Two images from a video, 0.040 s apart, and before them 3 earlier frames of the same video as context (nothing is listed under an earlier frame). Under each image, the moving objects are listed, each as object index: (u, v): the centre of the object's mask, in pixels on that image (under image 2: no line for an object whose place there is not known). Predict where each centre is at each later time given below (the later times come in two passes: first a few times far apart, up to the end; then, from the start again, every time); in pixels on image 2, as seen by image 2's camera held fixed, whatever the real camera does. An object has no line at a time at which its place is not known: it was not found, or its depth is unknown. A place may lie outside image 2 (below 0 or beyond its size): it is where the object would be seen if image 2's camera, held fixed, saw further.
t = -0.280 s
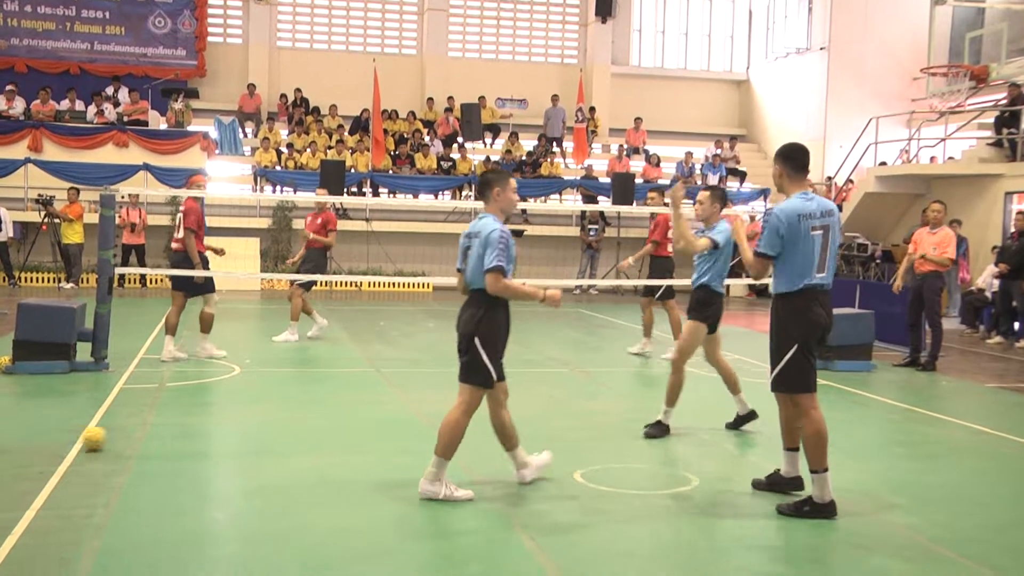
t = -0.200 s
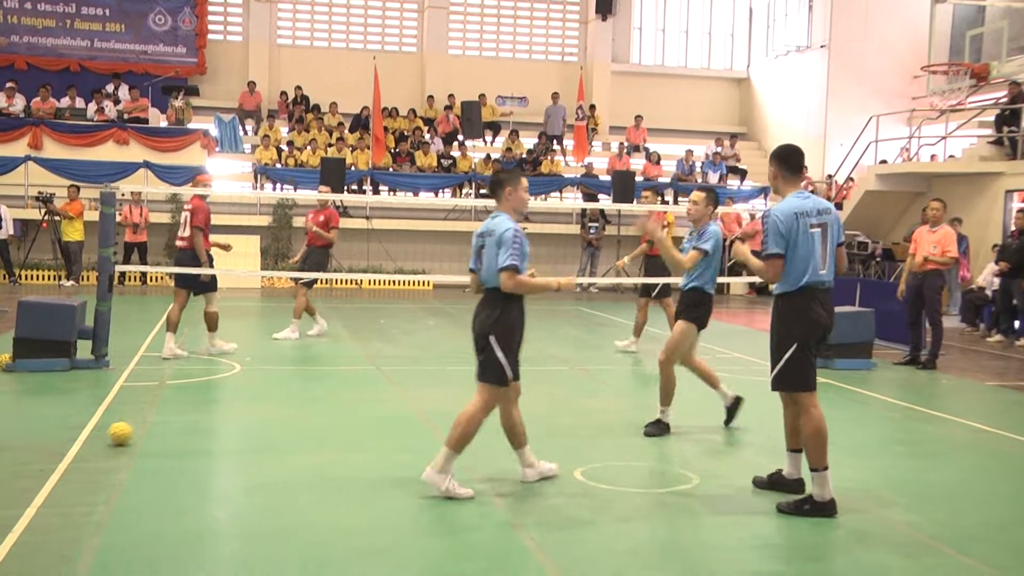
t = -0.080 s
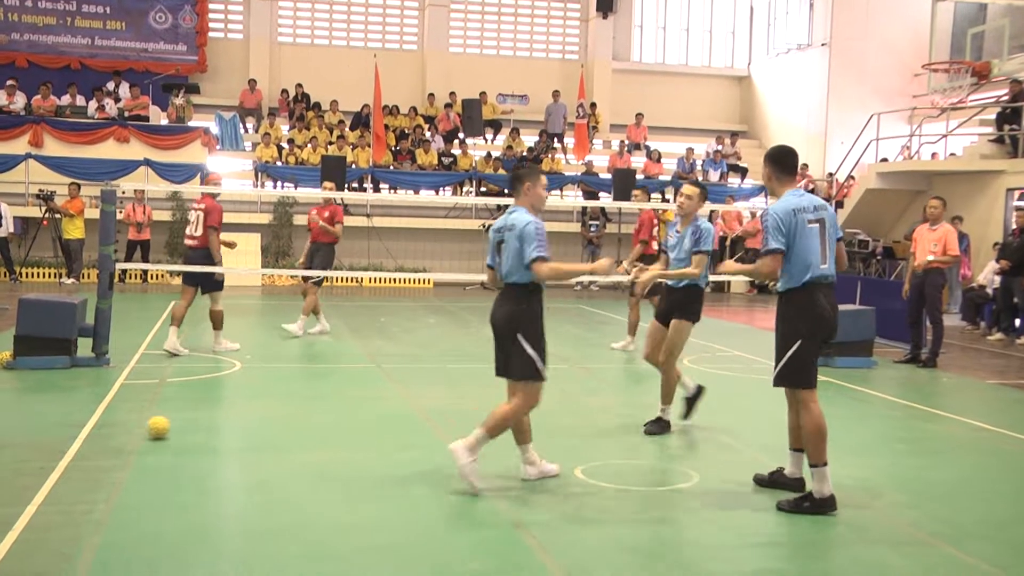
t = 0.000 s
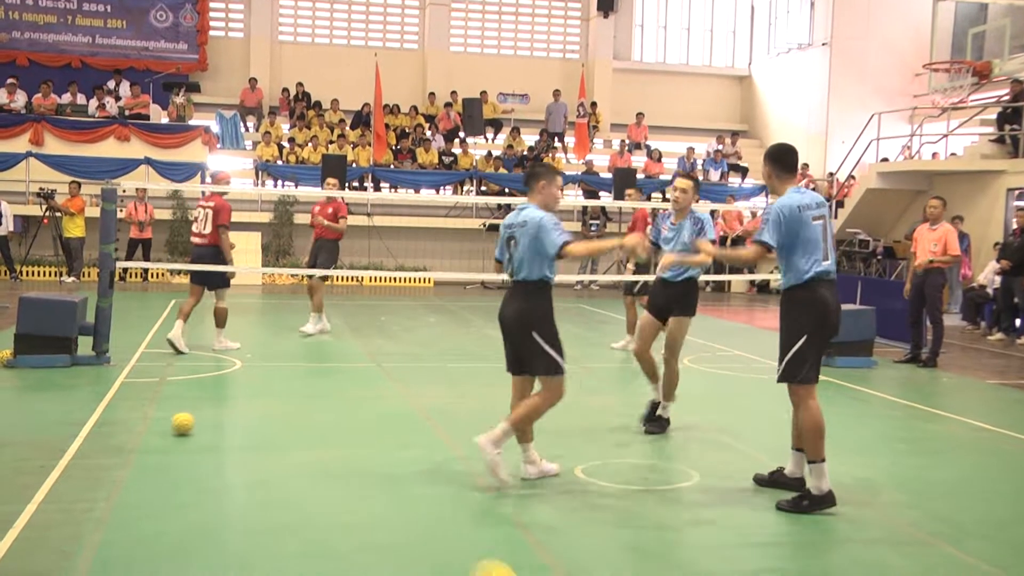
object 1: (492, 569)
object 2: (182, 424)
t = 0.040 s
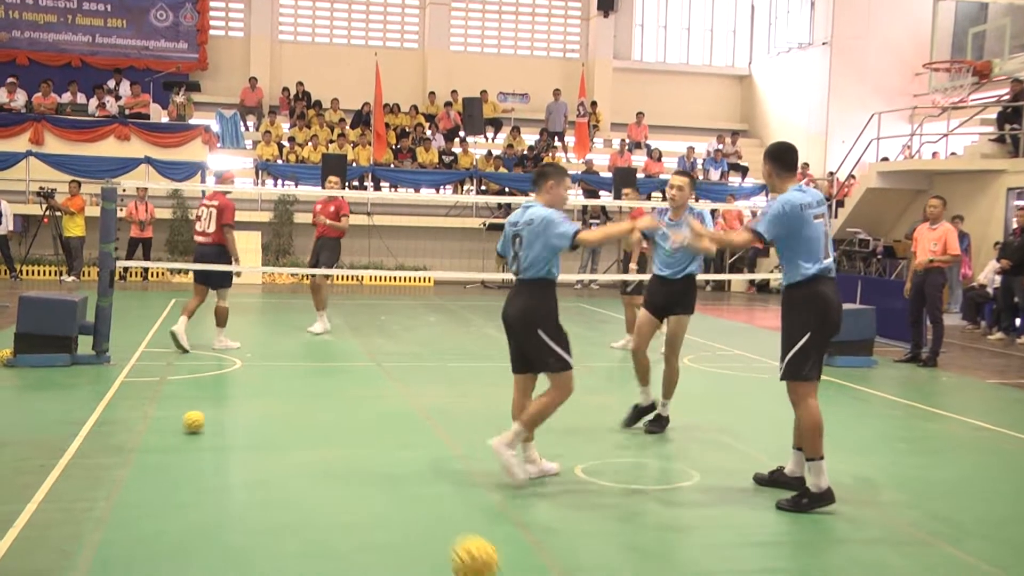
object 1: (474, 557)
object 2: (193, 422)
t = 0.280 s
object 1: (378, 529)
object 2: (258, 416)
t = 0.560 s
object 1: (314, 473)
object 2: (325, 411)
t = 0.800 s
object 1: (275, 492)
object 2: (377, 405)
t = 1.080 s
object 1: (244, 463)
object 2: (431, 401)
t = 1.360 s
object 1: (216, 438)
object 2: (479, 395)
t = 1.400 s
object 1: (212, 436)
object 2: (486, 395)
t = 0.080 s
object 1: (454, 541)
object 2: (204, 421)
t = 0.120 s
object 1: (437, 528)
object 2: (216, 420)
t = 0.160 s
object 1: (420, 522)
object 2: (226, 419)
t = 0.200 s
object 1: (404, 520)
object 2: (237, 418)
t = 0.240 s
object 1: (390, 523)
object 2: (248, 417)
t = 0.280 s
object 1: (378, 529)
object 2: (258, 416)
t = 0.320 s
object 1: (365, 540)
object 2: (268, 415)
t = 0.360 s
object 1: (353, 554)
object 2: (277, 415)
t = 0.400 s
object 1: (343, 536)
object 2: (288, 414)
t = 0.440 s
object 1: (337, 514)
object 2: (297, 413)
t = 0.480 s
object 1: (329, 496)
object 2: (307, 412)
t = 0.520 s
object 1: (322, 482)
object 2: (316, 411)
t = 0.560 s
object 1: (314, 473)
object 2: (325, 411)
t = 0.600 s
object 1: (307, 468)
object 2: (334, 410)
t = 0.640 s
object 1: (301, 466)
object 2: (343, 409)
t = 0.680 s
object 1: (294, 467)
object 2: (352, 408)
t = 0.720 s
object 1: (288, 473)
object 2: (361, 407)
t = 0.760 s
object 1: (281, 481)
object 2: (368, 406)
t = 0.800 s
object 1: (275, 492)
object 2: (377, 405)
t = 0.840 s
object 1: (270, 483)
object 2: (385, 405)
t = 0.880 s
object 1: (265, 472)
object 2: (393, 403)
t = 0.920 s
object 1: (261, 464)
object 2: (401, 403)
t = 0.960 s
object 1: (256, 460)
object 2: (409, 402)
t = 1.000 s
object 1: (253, 460)
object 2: (416, 401)
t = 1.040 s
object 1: (248, 462)
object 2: (423, 401)
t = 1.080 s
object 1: (244, 463)
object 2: (431, 401)
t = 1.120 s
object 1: (240, 455)
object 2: (438, 400)
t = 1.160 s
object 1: (236, 450)
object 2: (445, 399)
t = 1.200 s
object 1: (232, 448)
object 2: (452, 398)
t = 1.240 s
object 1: (228, 450)
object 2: (459, 398)
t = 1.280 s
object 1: (224, 443)
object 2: (465, 397)
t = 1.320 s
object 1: (220, 439)
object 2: (472, 396)
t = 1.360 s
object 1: (216, 438)
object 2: (479, 395)
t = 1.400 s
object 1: (212, 436)
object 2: (486, 395)
